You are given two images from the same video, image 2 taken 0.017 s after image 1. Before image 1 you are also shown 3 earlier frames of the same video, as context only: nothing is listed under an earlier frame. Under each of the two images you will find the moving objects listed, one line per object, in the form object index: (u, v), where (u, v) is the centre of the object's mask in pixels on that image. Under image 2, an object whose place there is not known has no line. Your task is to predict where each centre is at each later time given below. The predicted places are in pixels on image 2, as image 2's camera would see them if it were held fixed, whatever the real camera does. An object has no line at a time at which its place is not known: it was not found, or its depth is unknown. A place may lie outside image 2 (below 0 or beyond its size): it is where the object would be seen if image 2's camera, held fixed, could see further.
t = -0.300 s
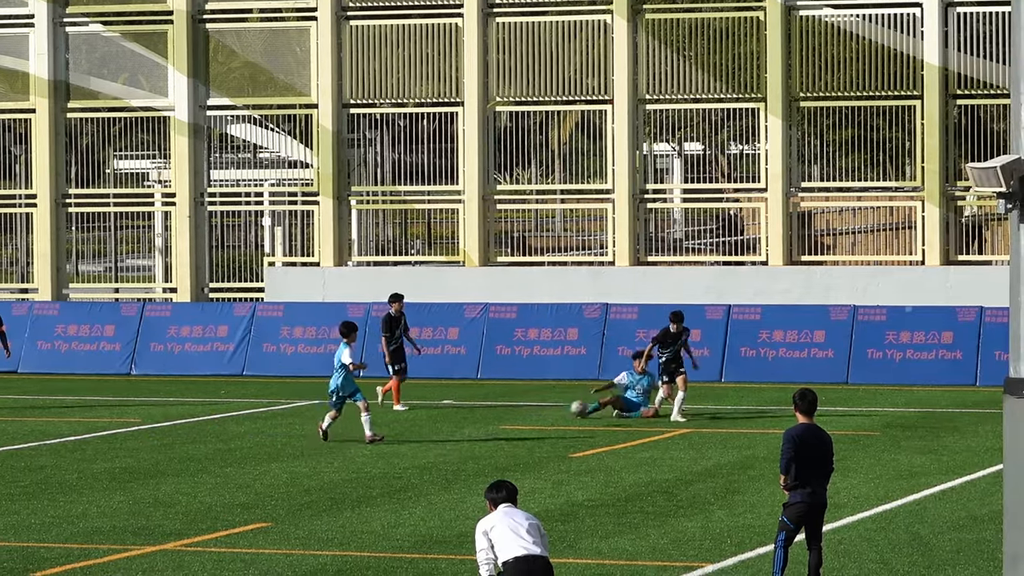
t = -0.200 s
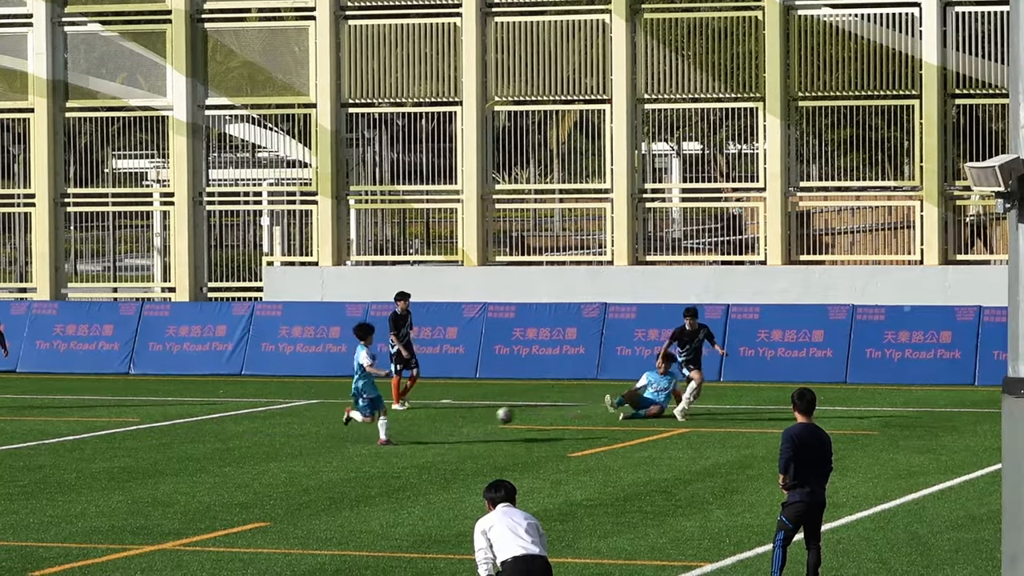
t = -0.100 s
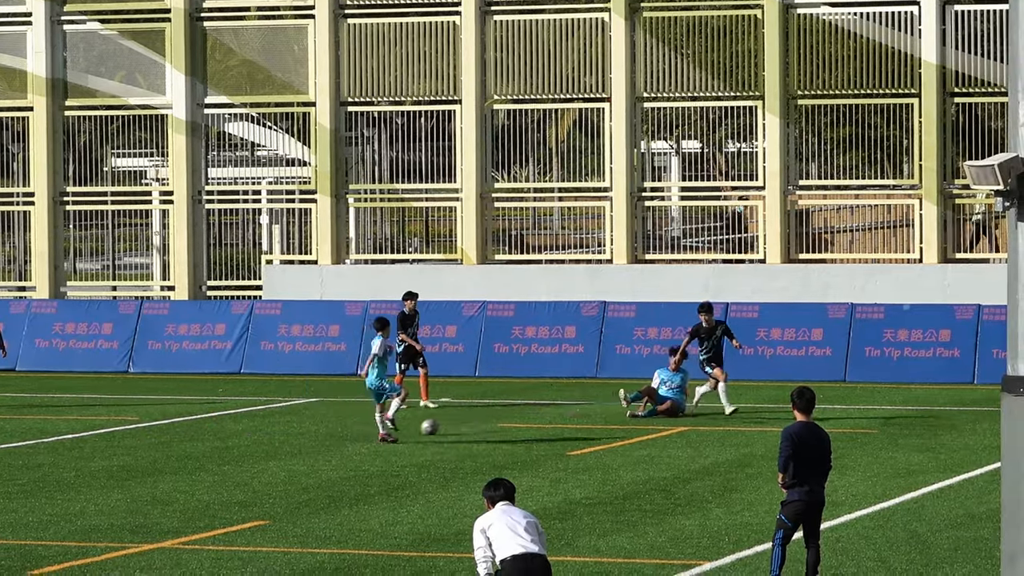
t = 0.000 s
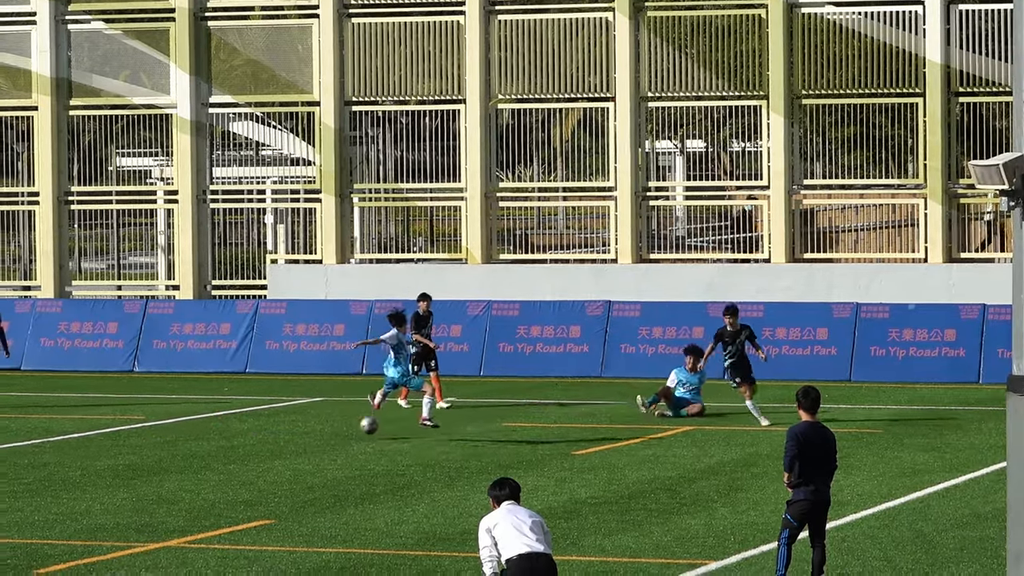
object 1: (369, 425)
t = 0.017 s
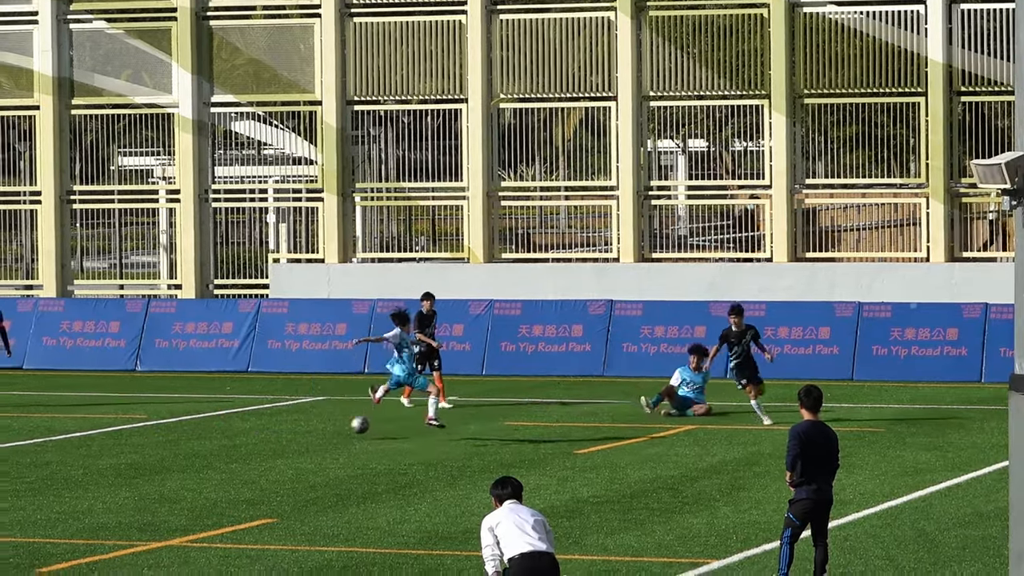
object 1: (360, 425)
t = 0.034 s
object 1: (348, 425)
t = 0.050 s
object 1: (337, 426)
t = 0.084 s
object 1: (317, 429)
